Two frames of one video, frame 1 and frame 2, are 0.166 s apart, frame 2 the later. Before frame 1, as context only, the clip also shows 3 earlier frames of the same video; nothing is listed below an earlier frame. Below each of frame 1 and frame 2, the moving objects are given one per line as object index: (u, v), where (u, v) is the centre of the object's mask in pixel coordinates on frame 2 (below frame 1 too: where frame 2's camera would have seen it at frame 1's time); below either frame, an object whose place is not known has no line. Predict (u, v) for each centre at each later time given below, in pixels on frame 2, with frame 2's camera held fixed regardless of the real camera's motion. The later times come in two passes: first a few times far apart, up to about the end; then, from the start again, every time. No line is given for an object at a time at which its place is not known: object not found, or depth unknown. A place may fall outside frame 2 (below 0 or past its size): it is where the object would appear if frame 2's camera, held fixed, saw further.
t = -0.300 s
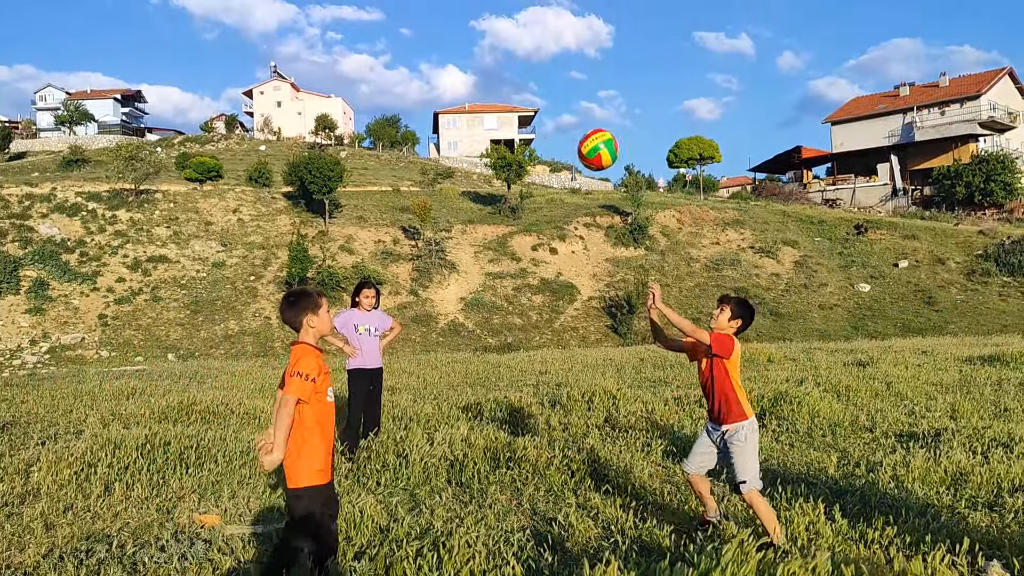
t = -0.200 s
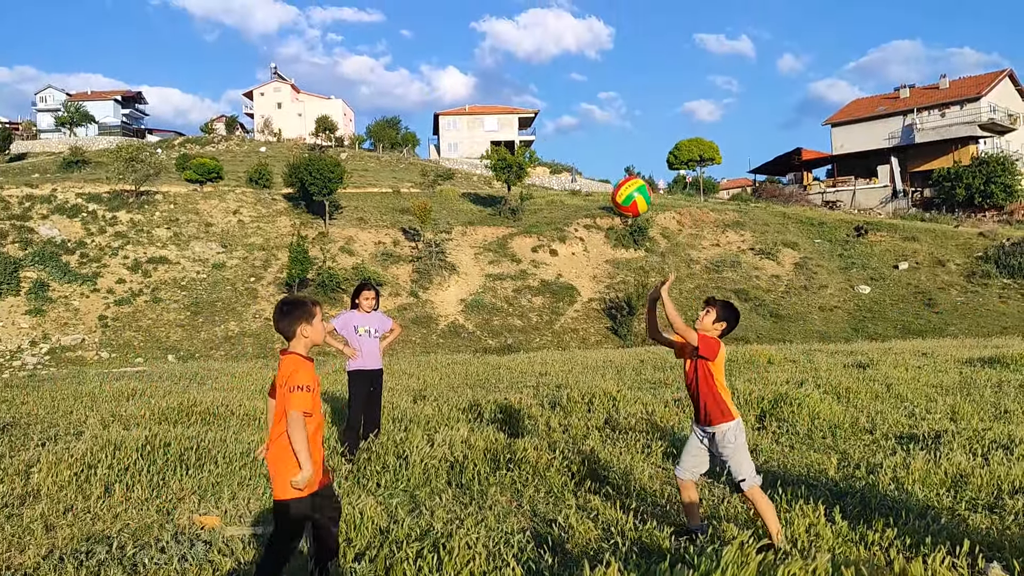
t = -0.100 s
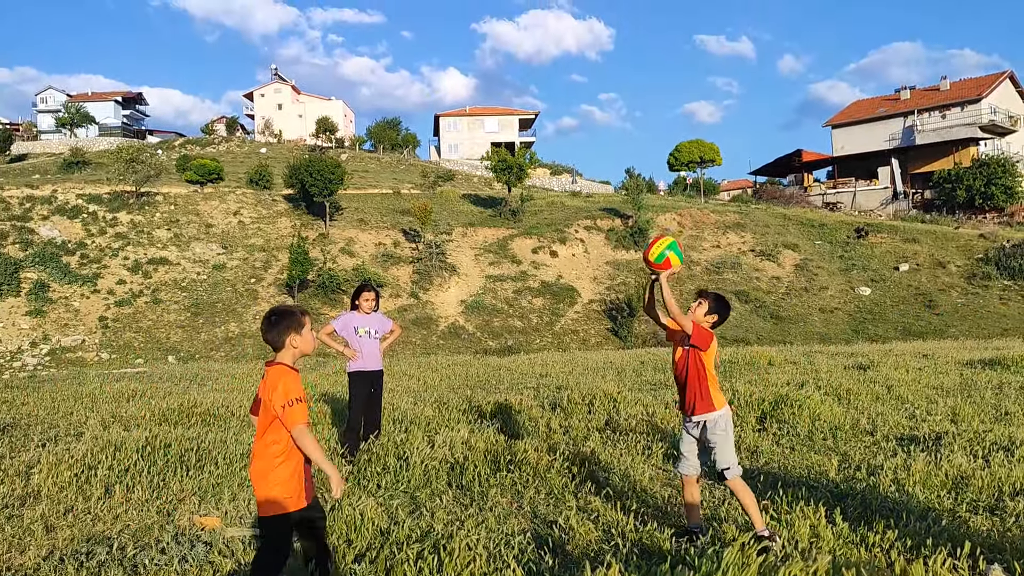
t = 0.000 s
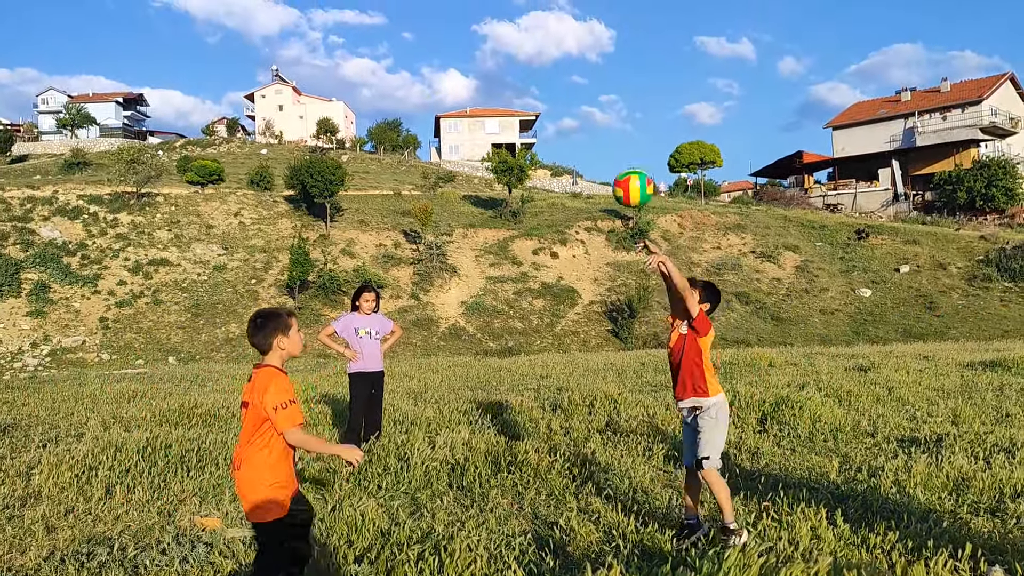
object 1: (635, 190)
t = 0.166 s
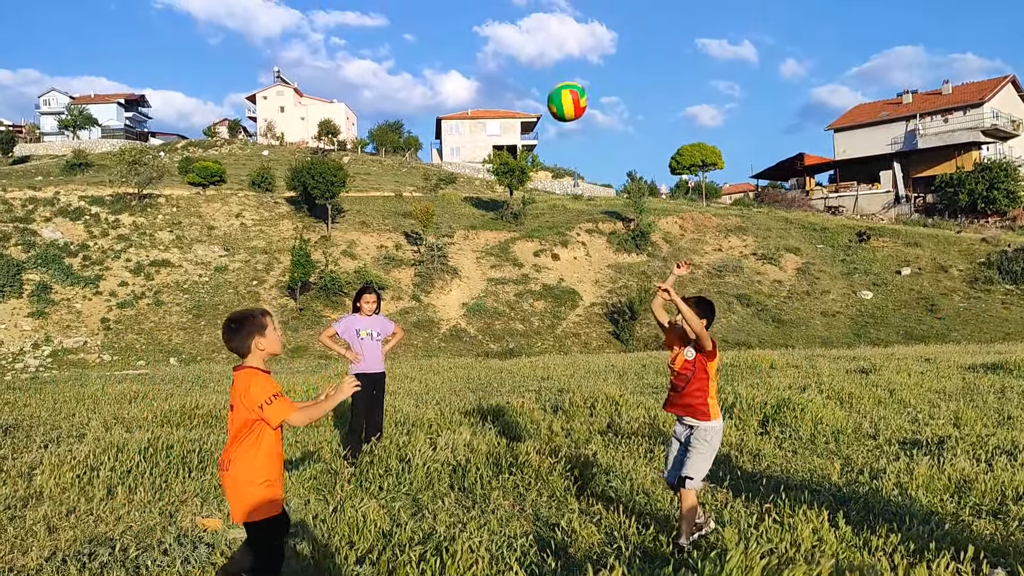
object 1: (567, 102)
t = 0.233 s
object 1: (540, 80)
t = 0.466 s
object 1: (450, 73)
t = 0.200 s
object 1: (554, 90)
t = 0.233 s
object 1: (540, 80)
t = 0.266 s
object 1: (527, 73)
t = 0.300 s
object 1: (514, 68)
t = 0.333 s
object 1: (501, 64)
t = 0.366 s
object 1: (488, 63)
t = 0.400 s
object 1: (475, 64)
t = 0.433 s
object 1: (463, 67)
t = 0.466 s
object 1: (450, 73)
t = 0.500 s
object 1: (437, 81)
